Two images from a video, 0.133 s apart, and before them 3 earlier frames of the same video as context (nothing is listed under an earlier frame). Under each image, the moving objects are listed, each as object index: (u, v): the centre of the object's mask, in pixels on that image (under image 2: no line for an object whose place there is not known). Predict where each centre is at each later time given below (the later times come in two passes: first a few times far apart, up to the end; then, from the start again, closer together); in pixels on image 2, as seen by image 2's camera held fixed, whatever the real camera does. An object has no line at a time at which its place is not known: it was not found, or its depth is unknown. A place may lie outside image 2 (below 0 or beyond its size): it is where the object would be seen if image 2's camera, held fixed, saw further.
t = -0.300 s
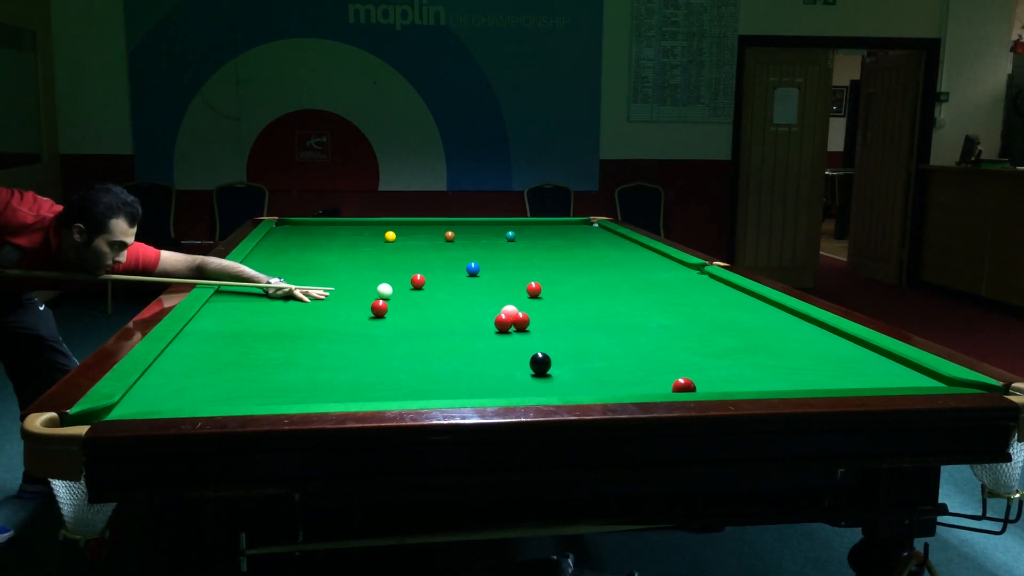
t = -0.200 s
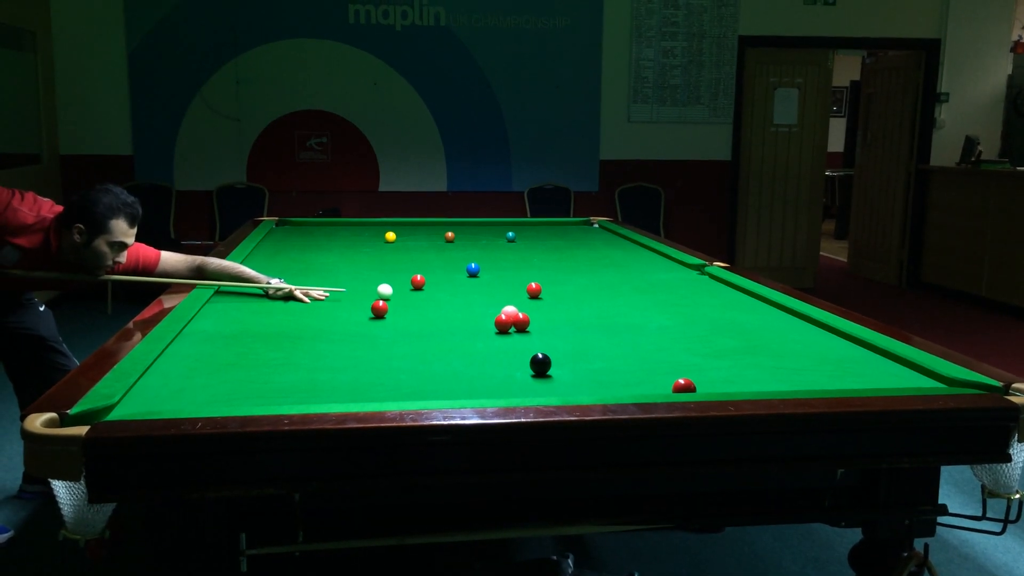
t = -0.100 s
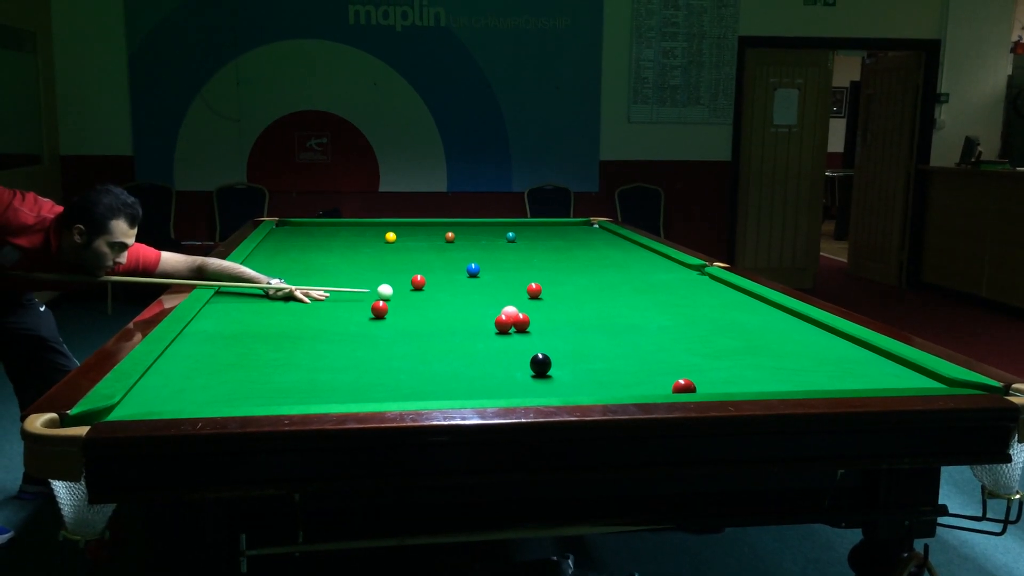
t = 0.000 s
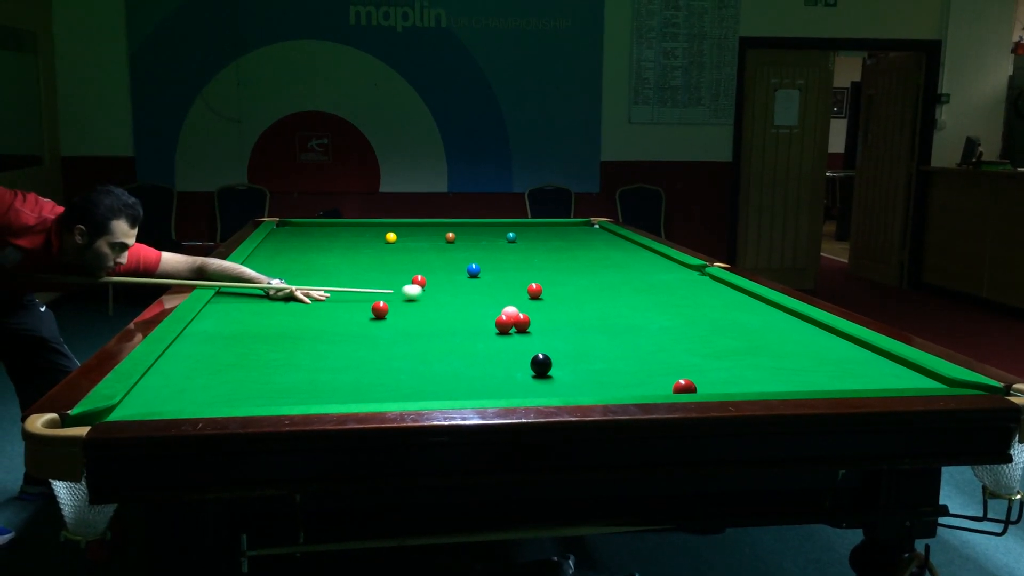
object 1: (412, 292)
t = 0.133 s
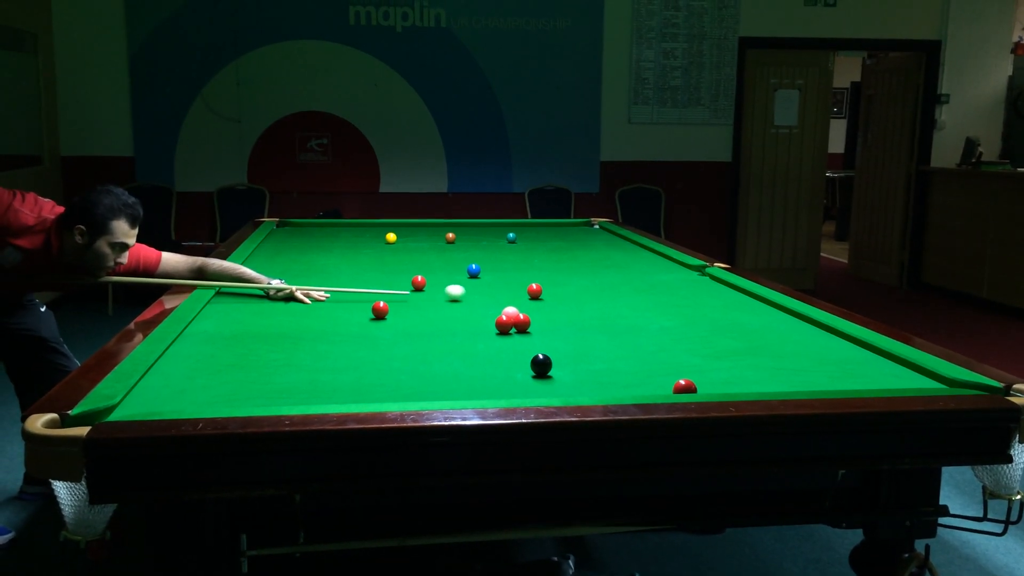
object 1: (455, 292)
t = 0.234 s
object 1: (484, 292)
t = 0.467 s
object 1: (539, 295)
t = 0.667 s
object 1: (573, 298)
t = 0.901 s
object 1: (612, 302)
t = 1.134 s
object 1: (651, 307)
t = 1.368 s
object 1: (691, 311)
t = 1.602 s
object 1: (730, 315)
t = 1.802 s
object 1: (764, 319)
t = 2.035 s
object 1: (803, 323)
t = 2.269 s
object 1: (808, 327)
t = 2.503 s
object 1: (796, 330)
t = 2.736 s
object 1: (786, 333)
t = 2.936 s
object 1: (777, 336)
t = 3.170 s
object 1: (767, 339)
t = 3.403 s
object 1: (757, 342)
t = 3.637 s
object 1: (748, 344)
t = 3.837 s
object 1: (741, 346)
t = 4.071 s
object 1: (733, 347)
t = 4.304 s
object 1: (726, 349)
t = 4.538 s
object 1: (721, 350)
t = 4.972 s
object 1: (713, 351)
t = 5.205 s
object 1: (710, 352)
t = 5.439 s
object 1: (709, 353)
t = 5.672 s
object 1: (709, 353)
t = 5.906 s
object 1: (709, 353)
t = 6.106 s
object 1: (708, 353)
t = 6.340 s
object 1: (708, 353)
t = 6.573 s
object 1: (708, 353)
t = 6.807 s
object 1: (708, 353)
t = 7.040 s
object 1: (708, 353)
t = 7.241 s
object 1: (708, 353)
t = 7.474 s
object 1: (708, 353)
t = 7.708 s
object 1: (708, 353)
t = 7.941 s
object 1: (708, 353)
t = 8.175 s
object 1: (708, 353)
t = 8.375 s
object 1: (709, 353)
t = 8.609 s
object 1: (708, 353)
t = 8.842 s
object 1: (708, 352)
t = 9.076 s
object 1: (708, 353)
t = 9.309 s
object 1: (708, 353)
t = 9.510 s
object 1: (708, 353)
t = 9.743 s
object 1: (708, 353)
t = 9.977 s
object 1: (708, 353)
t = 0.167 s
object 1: (465, 292)
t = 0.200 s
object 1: (475, 292)
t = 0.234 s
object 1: (484, 292)
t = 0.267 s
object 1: (494, 292)
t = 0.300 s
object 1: (504, 293)
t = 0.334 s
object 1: (514, 292)
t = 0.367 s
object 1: (523, 293)
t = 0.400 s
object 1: (528, 293)
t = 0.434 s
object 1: (533, 294)
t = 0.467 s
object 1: (539, 295)
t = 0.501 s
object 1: (544, 295)
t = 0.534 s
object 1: (550, 296)
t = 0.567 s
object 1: (556, 297)
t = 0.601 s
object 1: (561, 297)
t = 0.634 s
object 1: (567, 298)
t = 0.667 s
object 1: (573, 298)
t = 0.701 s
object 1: (578, 299)
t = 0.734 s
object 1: (584, 300)
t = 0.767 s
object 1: (589, 300)
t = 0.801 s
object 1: (595, 301)
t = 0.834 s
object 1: (601, 301)
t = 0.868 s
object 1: (607, 302)
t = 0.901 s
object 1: (612, 302)
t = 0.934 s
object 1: (618, 303)
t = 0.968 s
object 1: (623, 304)
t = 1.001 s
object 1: (629, 304)
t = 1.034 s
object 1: (635, 305)
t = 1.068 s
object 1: (640, 305)
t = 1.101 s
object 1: (646, 306)
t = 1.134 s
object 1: (651, 307)
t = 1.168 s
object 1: (657, 307)
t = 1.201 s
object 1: (663, 308)
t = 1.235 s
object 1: (668, 308)
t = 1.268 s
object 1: (674, 309)
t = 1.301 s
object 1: (680, 310)
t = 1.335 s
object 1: (685, 310)
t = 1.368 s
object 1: (691, 311)
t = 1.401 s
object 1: (696, 311)
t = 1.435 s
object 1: (702, 312)
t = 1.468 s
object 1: (708, 313)
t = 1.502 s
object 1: (714, 313)
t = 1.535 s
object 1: (719, 314)
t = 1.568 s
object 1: (725, 314)
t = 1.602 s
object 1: (730, 315)
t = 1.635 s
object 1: (736, 316)
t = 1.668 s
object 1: (741, 316)
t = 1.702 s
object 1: (747, 317)
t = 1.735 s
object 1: (752, 317)
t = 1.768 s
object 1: (758, 318)
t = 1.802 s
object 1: (764, 319)
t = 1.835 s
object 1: (769, 319)
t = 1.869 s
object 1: (775, 320)
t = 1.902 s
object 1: (781, 320)
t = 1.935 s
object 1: (786, 321)
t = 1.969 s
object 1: (792, 322)
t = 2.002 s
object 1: (798, 323)
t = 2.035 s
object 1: (803, 323)
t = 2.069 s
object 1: (809, 323)
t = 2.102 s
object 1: (814, 324)
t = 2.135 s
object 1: (814, 325)
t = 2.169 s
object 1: (813, 325)
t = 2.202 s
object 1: (811, 326)
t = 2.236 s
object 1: (809, 326)
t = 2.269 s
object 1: (808, 327)
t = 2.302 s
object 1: (806, 327)
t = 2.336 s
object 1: (804, 328)
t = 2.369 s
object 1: (803, 328)
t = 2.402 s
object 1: (801, 329)
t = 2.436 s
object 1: (800, 329)
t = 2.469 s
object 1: (798, 330)
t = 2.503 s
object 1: (796, 330)
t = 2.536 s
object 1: (795, 330)
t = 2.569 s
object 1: (793, 331)
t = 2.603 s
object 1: (792, 331)
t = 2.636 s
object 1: (790, 332)
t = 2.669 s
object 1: (789, 332)
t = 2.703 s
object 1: (787, 333)
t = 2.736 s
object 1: (786, 333)
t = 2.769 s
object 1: (784, 334)
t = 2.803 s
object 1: (783, 334)
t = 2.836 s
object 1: (781, 335)
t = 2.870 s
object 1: (780, 335)
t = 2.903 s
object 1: (778, 336)
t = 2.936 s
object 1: (777, 336)
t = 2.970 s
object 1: (775, 336)
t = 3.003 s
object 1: (774, 337)
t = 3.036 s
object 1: (772, 337)
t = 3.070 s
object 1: (771, 338)
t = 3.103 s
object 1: (769, 338)
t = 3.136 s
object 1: (768, 338)
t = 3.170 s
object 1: (767, 339)
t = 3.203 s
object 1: (765, 339)
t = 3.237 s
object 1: (764, 340)
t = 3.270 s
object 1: (763, 340)
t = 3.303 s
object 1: (761, 340)
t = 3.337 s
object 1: (760, 341)
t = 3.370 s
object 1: (758, 341)
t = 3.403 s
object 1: (757, 342)
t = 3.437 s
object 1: (756, 342)
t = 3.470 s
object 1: (755, 342)
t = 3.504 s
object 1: (753, 343)
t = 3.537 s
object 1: (752, 343)
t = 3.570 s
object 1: (751, 343)
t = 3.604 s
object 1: (749, 344)
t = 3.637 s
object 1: (748, 344)
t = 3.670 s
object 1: (747, 344)
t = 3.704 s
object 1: (746, 345)
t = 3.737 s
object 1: (745, 345)
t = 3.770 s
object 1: (743, 345)
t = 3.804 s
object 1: (742, 346)
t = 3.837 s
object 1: (741, 346)
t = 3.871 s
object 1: (740, 346)
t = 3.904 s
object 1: (739, 346)
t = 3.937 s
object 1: (737, 347)
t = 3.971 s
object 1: (736, 347)
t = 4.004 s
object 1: (735, 347)
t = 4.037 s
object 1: (734, 347)
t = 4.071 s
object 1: (733, 347)
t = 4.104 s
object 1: (732, 348)
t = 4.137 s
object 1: (731, 348)
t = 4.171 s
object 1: (730, 348)
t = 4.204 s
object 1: (729, 349)
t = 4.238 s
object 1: (728, 349)
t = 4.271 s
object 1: (728, 349)
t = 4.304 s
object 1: (726, 349)
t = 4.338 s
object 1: (726, 350)
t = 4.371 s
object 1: (725, 350)
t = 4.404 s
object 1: (724, 350)
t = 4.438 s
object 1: (723, 350)
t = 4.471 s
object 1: (722, 350)
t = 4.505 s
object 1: (722, 350)
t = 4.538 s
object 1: (721, 350)
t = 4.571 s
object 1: (720, 351)
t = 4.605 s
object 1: (720, 353)
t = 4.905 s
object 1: (712, 352)
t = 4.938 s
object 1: (713, 351)
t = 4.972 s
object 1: (713, 351)
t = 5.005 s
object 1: (712, 352)
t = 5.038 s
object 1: (712, 352)
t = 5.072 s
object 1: (712, 352)
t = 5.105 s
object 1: (711, 352)
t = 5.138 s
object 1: (711, 352)
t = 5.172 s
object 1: (711, 352)
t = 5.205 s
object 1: (710, 352)
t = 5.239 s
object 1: (710, 352)
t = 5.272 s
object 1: (710, 352)
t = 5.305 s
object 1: (710, 352)
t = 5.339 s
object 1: (710, 353)
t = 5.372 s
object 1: (709, 353)
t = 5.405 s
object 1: (709, 353)
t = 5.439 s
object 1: (709, 353)
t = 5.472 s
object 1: (709, 353)
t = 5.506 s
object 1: (709, 353)
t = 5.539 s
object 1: (709, 353)
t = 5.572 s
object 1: (709, 353)
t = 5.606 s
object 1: (709, 353)
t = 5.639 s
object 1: (709, 353)
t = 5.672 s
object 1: (709, 353)
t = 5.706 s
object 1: (708, 353)
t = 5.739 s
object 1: (708, 353)
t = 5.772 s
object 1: (709, 353)
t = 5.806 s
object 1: (709, 353)
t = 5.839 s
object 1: (708, 353)
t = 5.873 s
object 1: (709, 353)
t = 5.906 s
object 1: (709, 353)
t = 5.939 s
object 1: (708, 353)
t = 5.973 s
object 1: (708, 353)
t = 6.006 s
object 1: (708, 353)
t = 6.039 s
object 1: (708, 353)
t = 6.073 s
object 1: (708, 353)
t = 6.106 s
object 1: (708, 353)
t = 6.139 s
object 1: (708, 353)
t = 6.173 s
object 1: (708, 353)
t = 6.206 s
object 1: (708, 353)
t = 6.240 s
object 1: (708, 353)
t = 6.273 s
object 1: (708, 353)
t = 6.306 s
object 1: (708, 353)
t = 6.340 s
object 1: (708, 353)
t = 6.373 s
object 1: (708, 353)
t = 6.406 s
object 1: (708, 353)
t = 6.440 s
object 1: (708, 353)
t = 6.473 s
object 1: (708, 353)
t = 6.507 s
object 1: (708, 353)
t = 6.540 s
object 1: (708, 353)
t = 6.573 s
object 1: (708, 353)
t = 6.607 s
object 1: (708, 353)
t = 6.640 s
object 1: (708, 353)
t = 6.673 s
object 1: (708, 353)
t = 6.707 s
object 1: (708, 353)
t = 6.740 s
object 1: (708, 353)
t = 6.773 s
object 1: (708, 353)
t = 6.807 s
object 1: (708, 353)
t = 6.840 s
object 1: (708, 353)
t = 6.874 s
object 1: (708, 353)
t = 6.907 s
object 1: (708, 353)
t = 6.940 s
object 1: (708, 353)
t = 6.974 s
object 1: (708, 353)
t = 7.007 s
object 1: (708, 353)
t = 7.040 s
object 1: (708, 353)
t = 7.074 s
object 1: (708, 353)
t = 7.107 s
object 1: (708, 353)
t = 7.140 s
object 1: (708, 353)
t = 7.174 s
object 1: (708, 353)
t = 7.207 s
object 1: (708, 353)
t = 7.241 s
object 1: (708, 353)
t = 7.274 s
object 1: (708, 353)
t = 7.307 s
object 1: (708, 353)
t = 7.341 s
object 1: (708, 353)
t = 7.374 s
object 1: (708, 353)
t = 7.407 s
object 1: (708, 353)
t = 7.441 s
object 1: (708, 353)
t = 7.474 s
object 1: (708, 353)
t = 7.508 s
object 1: (708, 353)
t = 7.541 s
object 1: (708, 353)
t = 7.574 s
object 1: (708, 353)
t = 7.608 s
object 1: (708, 353)
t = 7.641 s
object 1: (708, 353)
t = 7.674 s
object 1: (708, 353)
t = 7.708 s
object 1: (708, 353)
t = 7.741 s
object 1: (708, 353)
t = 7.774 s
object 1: (708, 353)
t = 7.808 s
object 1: (708, 353)
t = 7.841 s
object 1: (708, 353)
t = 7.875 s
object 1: (708, 353)
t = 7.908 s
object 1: (708, 353)
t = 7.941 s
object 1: (708, 353)
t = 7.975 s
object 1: (708, 353)
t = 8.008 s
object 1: (708, 353)
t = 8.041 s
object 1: (708, 353)
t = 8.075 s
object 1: (708, 353)
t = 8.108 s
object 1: (708, 353)
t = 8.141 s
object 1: (708, 353)
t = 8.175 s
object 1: (708, 353)
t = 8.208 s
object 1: (708, 353)
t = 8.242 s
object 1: (708, 353)
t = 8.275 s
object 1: (708, 353)
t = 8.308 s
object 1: (709, 353)
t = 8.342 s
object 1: (708, 353)
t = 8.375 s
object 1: (709, 353)
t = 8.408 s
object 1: (709, 353)
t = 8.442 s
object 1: (708, 353)
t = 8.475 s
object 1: (708, 353)
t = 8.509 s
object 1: (708, 353)
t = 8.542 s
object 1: (708, 353)
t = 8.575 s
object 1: (708, 353)
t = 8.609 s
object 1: (708, 353)
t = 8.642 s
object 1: (708, 353)
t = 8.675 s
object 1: (708, 353)
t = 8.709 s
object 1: (708, 353)
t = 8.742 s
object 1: (709, 353)
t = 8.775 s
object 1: (708, 353)
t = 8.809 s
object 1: (708, 353)
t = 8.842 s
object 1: (708, 352)
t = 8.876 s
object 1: (708, 352)
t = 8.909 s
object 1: (708, 352)
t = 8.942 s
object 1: (708, 352)
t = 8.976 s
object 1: (708, 353)
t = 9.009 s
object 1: (708, 353)
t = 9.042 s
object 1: (708, 353)
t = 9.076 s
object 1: (708, 353)
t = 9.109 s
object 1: (708, 353)
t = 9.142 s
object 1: (708, 353)
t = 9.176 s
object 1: (708, 353)
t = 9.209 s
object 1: (708, 353)
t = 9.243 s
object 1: (708, 353)
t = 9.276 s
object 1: (708, 353)
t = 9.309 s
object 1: (708, 353)
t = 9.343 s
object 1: (708, 353)
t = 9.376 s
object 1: (708, 353)
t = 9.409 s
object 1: (708, 353)
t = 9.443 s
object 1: (708, 353)
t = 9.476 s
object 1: (708, 353)
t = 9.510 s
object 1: (708, 353)
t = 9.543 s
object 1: (708, 353)
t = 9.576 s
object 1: (708, 353)
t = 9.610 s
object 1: (708, 353)
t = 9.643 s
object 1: (708, 353)
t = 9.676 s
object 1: (708, 353)
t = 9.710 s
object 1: (708, 353)
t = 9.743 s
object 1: (708, 353)
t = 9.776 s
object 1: (708, 353)
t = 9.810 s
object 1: (708, 353)
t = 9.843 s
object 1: (708, 353)
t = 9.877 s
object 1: (708, 353)
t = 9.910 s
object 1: (708, 353)
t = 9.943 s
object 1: (708, 353)
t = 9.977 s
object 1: (708, 353)
